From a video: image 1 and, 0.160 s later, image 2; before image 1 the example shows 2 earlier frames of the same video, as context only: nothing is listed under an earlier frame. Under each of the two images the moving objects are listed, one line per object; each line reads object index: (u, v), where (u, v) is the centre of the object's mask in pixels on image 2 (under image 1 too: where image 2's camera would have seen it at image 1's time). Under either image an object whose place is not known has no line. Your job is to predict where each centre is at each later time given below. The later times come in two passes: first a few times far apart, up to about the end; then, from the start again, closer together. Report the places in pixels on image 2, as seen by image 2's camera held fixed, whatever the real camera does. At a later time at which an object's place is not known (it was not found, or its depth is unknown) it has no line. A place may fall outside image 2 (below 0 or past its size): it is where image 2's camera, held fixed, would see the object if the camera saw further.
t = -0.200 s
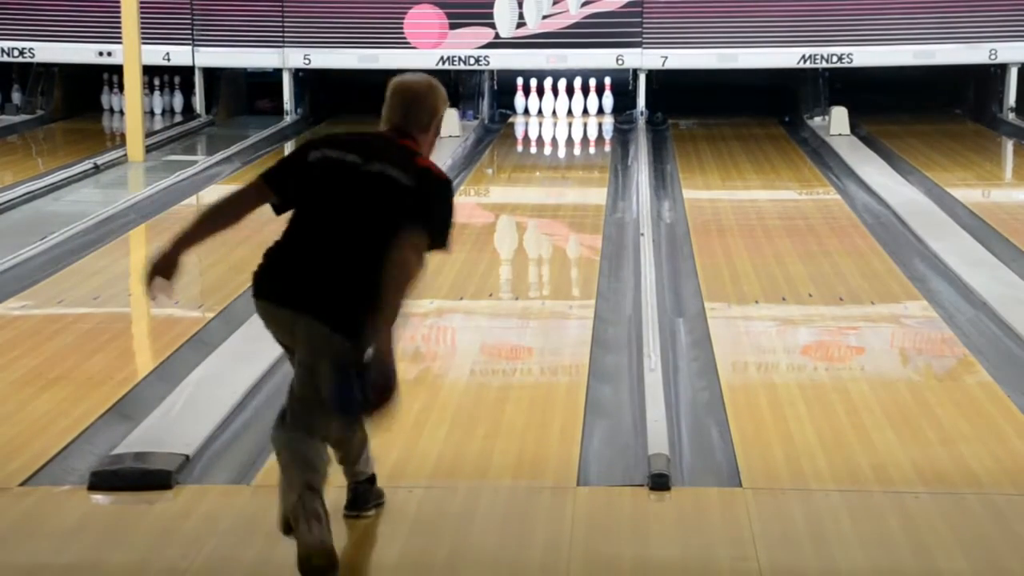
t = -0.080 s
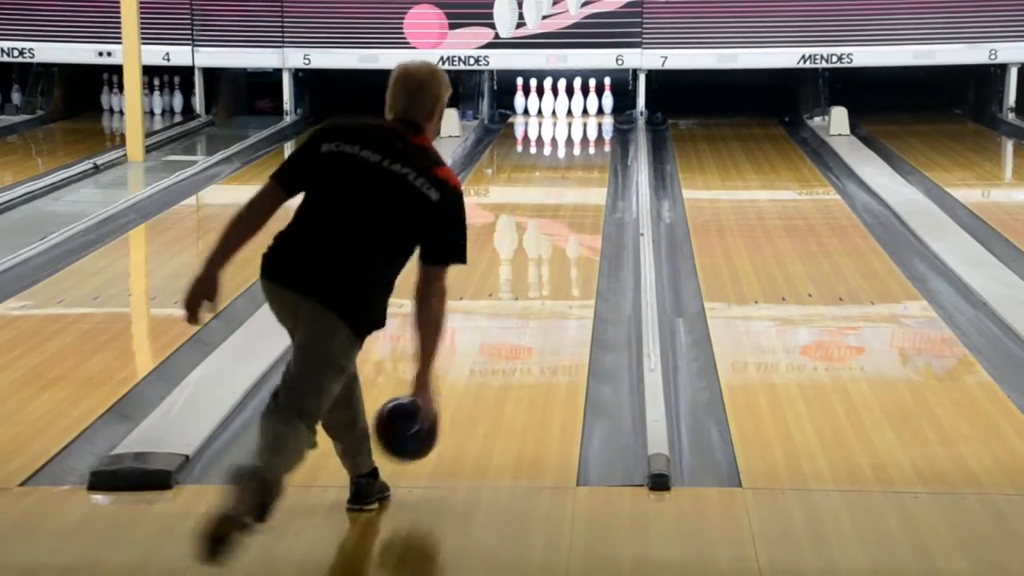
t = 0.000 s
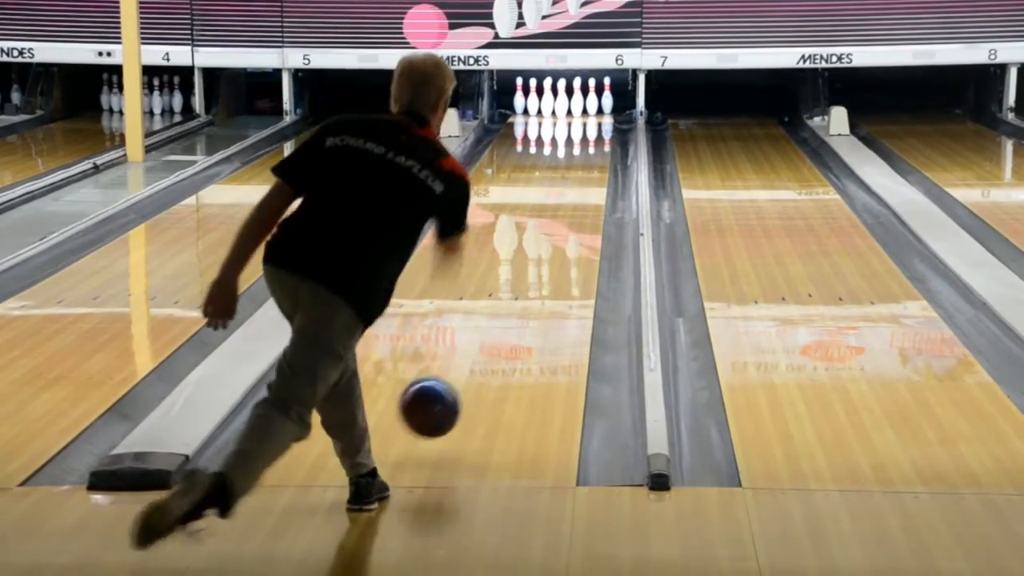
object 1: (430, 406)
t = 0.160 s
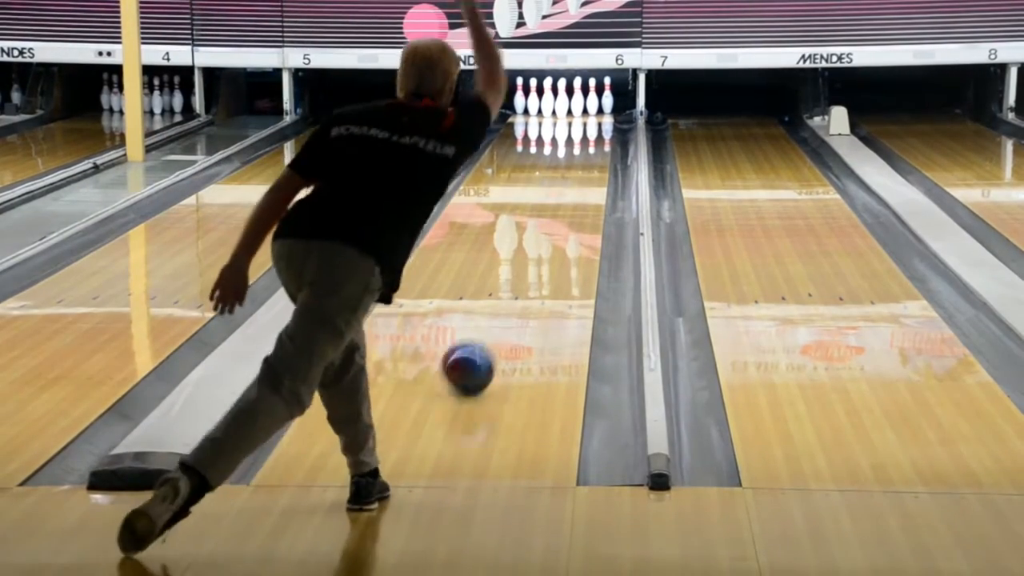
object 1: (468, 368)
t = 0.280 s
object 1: (491, 332)
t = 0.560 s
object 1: (529, 269)
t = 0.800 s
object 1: (553, 229)
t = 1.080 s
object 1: (572, 193)
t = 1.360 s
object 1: (585, 166)
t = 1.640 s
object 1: (591, 145)
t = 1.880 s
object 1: (589, 131)
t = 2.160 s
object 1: (577, 118)
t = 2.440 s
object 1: (569, 107)
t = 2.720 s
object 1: (565, 103)
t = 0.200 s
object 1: (476, 355)
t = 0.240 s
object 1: (483, 343)
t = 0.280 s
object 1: (491, 332)
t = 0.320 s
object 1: (497, 321)
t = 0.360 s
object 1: (503, 311)
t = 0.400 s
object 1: (509, 302)
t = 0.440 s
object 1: (514, 293)
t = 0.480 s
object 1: (520, 285)
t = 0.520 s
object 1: (524, 277)
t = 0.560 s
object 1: (529, 269)
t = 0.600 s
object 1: (534, 262)
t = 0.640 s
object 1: (538, 255)
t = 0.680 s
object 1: (542, 248)
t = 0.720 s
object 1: (545, 242)
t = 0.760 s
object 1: (549, 235)
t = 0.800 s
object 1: (553, 229)
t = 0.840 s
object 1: (556, 223)
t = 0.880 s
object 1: (559, 217)
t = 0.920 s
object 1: (562, 212)
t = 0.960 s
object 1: (565, 207)
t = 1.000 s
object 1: (567, 202)
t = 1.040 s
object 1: (570, 198)
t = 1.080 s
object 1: (572, 193)
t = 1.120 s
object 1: (574, 188)
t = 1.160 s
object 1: (576, 184)
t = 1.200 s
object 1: (579, 180)
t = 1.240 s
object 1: (580, 177)
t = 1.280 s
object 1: (582, 172)
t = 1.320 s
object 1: (584, 169)
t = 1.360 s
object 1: (585, 166)
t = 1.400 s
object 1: (586, 162)
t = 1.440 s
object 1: (587, 159)
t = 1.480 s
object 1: (588, 156)
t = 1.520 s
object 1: (589, 153)
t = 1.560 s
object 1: (591, 149)
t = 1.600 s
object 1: (590, 147)
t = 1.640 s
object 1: (591, 145)
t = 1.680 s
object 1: (591, 142)
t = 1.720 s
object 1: (591, 140)
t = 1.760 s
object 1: (591, 137)
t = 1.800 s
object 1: (590, 135)
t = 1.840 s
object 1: (590, 133)
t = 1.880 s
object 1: (589, 131)
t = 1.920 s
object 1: (588, 129)
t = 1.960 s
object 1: (587, 127)
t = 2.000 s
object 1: (585, 125)
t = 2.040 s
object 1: (583, 123)
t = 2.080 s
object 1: (580, 122)
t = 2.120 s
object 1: (579, 120)
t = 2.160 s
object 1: (577, 118)
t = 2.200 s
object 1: (575, 116)
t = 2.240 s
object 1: (573, 114)
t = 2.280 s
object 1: (571, 113)
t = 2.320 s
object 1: (569, 111)
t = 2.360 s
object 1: (568, 109)
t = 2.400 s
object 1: (568, 108)
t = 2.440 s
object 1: (569, 107)
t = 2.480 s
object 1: (568, 106)
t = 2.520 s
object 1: (568, 105)
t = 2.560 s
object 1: (567, 105)
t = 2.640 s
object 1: (566, 104)
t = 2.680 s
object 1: (565, 103)
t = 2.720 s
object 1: (565, 103)
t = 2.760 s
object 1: (564, 103)
